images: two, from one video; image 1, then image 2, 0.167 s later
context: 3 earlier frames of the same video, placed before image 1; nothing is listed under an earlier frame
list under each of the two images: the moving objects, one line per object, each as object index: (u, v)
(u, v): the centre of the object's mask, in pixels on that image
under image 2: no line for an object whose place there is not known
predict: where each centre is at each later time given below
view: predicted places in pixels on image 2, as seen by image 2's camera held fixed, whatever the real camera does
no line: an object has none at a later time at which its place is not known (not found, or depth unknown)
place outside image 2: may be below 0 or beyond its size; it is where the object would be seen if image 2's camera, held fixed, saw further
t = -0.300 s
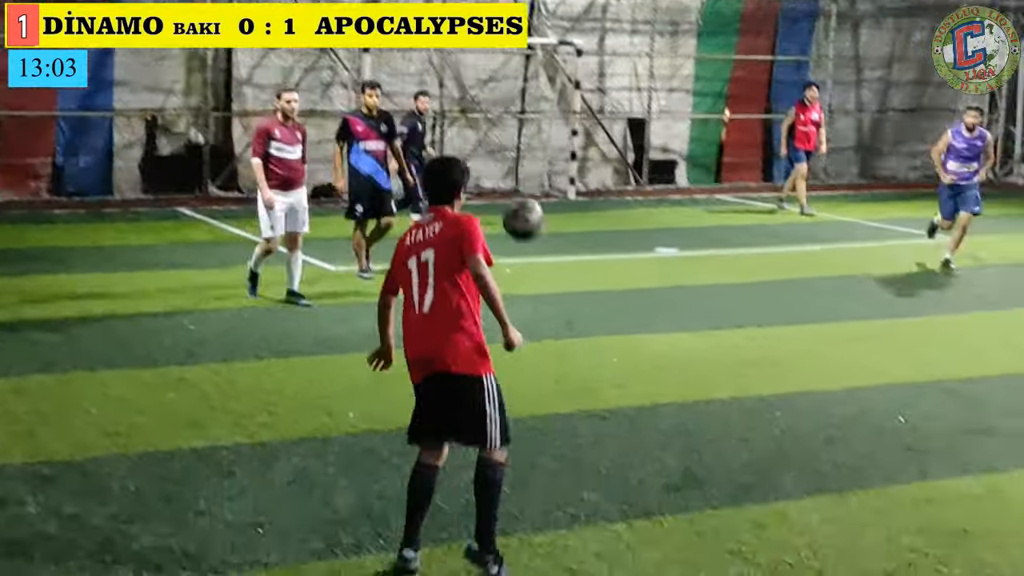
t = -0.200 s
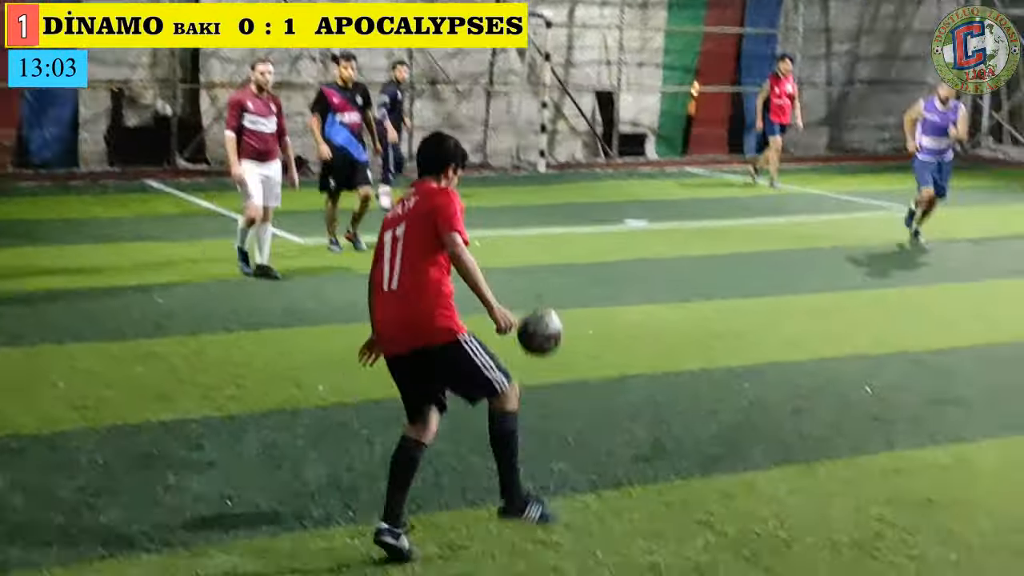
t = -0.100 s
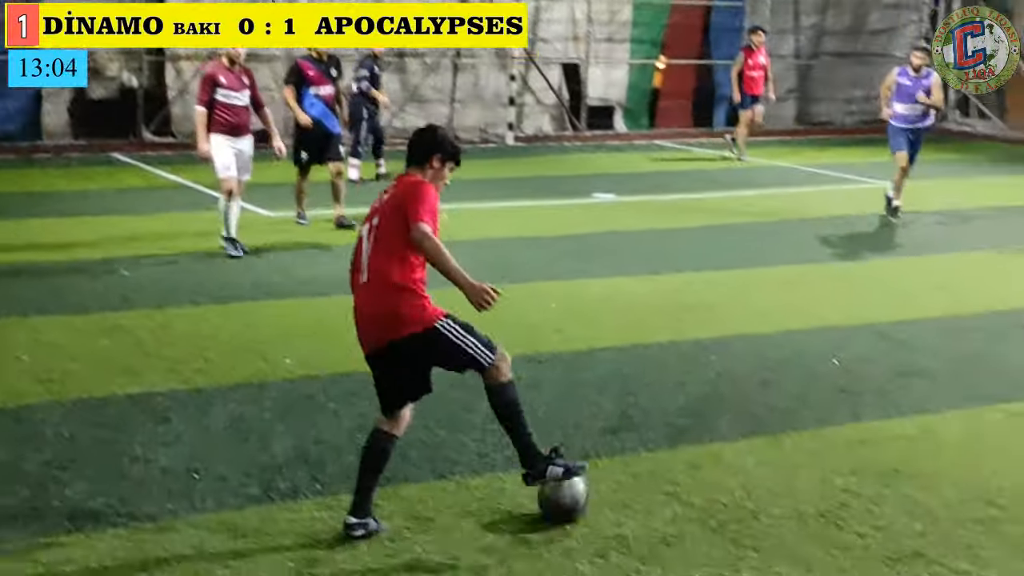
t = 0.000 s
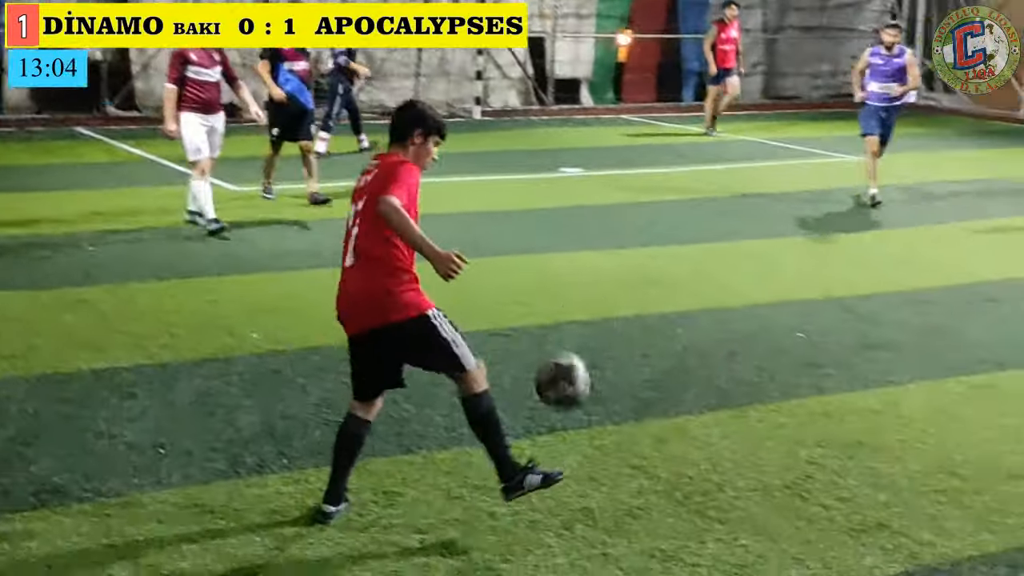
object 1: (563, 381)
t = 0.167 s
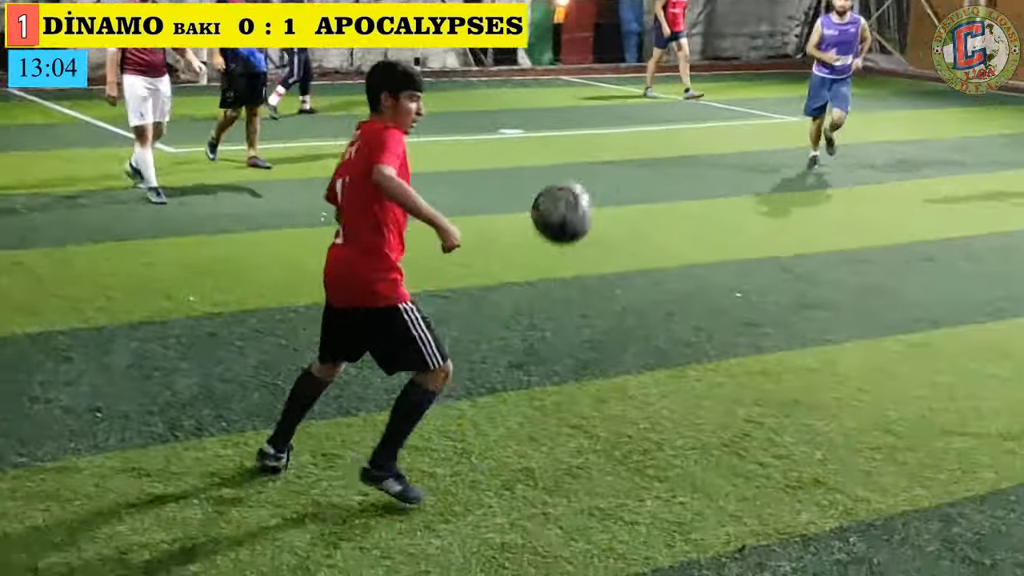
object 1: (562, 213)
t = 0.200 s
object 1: (577, 193)
